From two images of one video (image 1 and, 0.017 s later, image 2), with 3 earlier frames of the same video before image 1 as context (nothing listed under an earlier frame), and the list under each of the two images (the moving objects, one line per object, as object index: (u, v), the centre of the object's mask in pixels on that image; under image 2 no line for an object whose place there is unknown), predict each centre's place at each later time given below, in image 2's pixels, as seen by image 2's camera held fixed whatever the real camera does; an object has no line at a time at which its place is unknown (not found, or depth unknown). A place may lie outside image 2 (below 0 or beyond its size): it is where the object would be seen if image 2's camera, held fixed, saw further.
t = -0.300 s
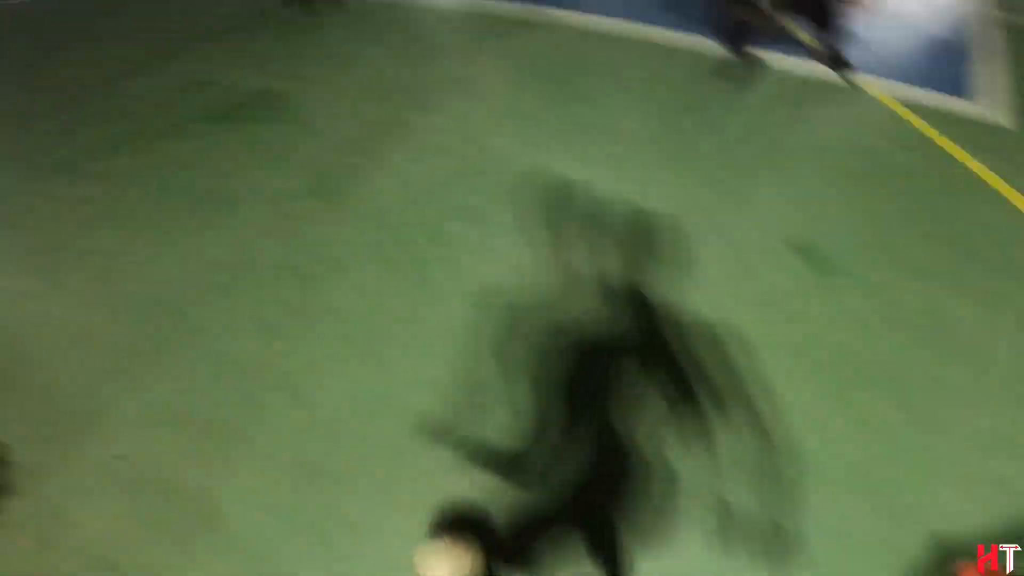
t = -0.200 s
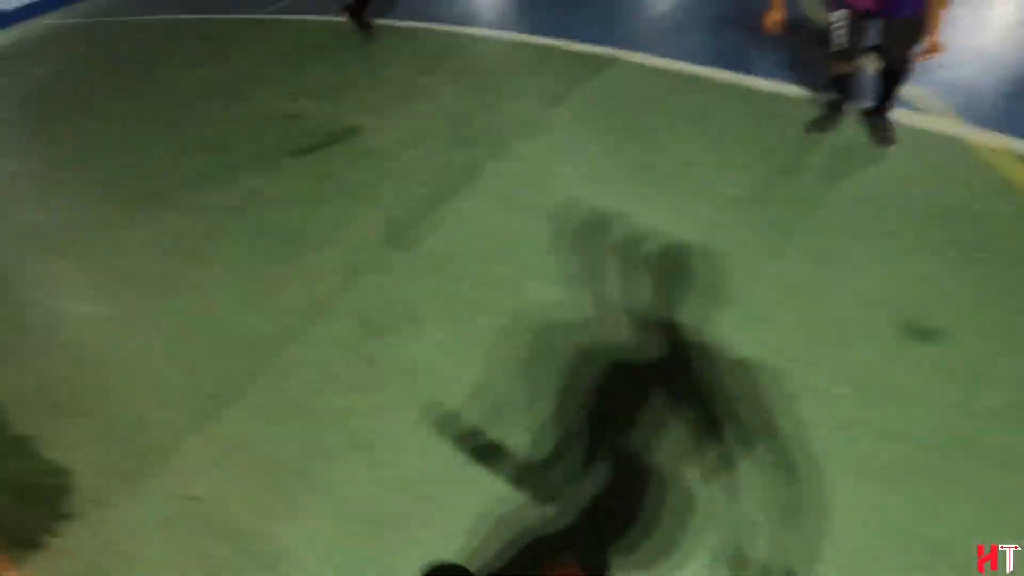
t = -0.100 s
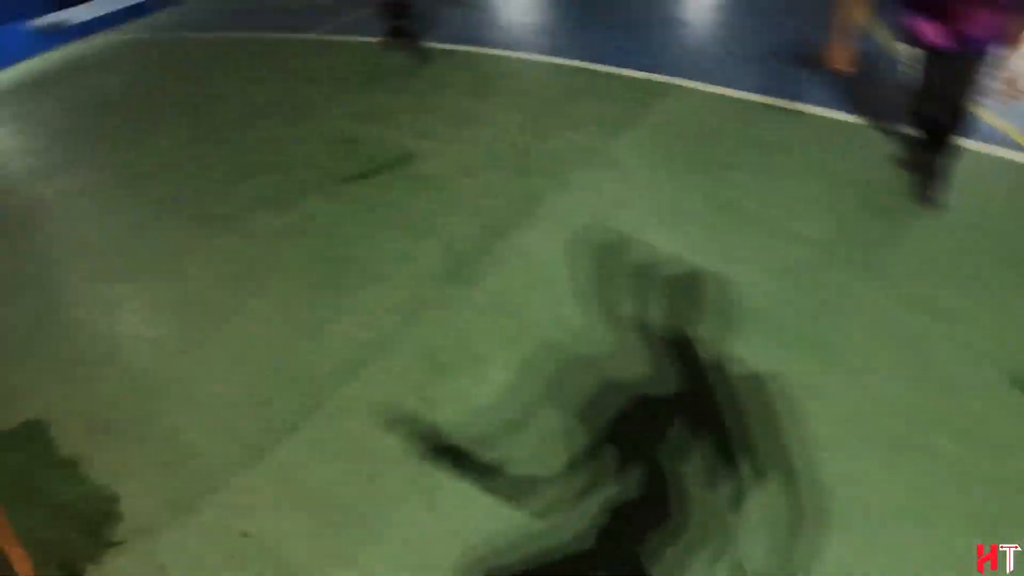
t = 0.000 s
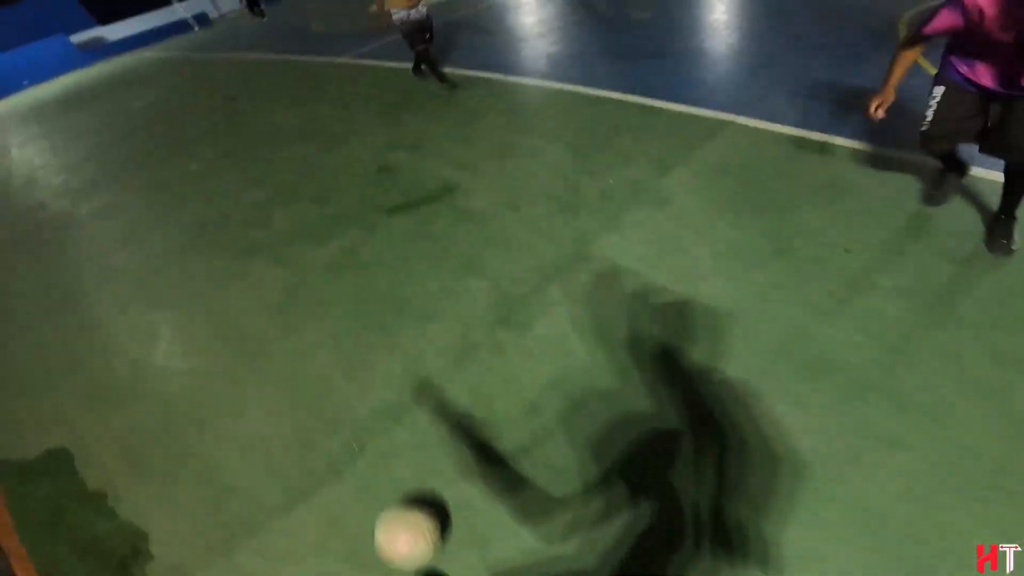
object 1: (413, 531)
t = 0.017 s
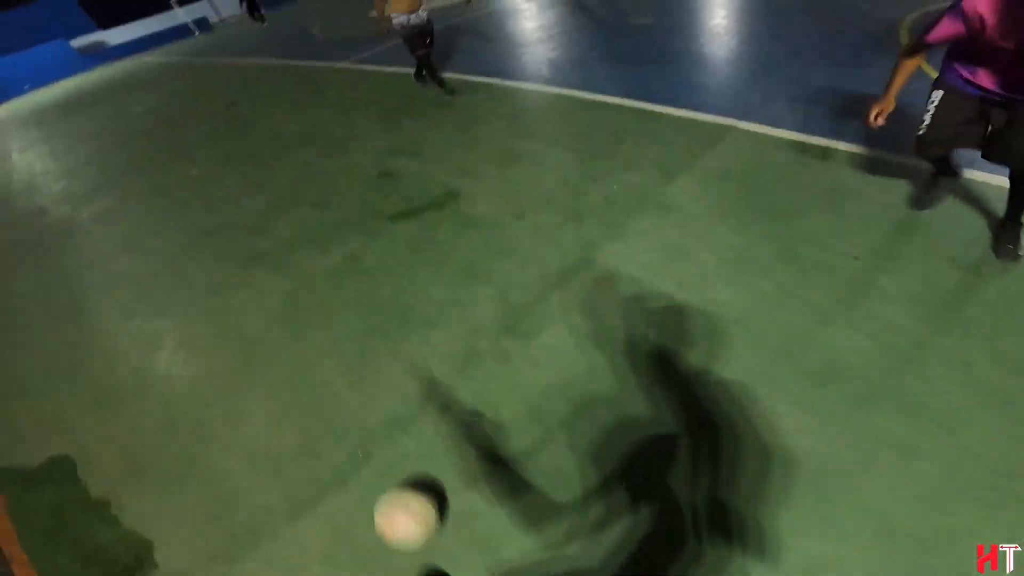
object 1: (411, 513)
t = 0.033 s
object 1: (405, 487)
